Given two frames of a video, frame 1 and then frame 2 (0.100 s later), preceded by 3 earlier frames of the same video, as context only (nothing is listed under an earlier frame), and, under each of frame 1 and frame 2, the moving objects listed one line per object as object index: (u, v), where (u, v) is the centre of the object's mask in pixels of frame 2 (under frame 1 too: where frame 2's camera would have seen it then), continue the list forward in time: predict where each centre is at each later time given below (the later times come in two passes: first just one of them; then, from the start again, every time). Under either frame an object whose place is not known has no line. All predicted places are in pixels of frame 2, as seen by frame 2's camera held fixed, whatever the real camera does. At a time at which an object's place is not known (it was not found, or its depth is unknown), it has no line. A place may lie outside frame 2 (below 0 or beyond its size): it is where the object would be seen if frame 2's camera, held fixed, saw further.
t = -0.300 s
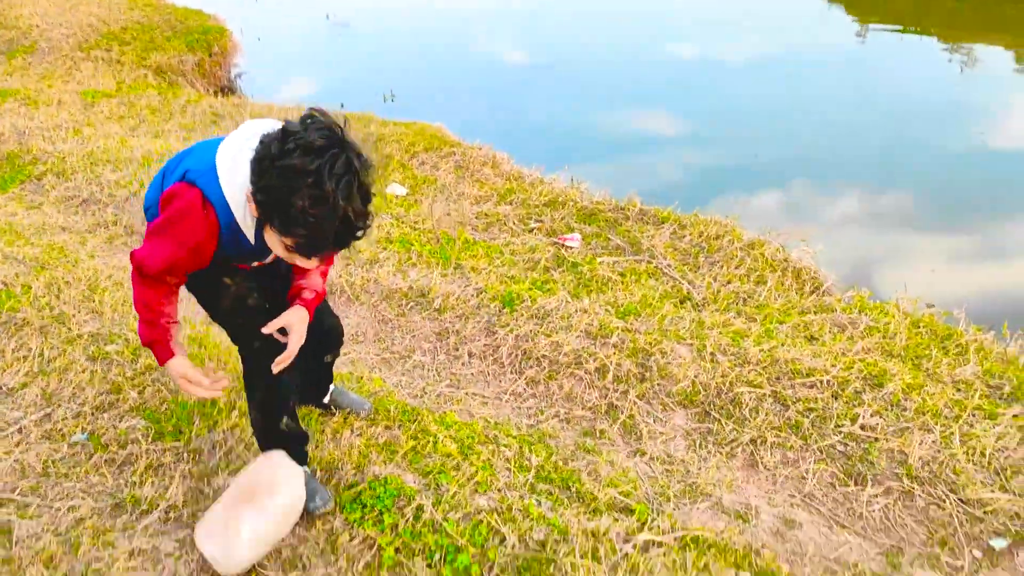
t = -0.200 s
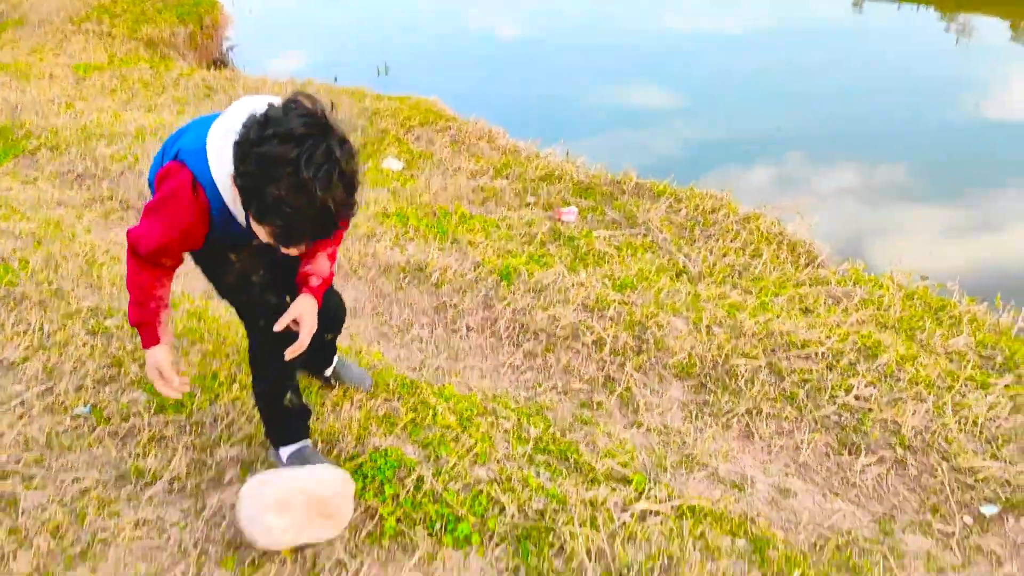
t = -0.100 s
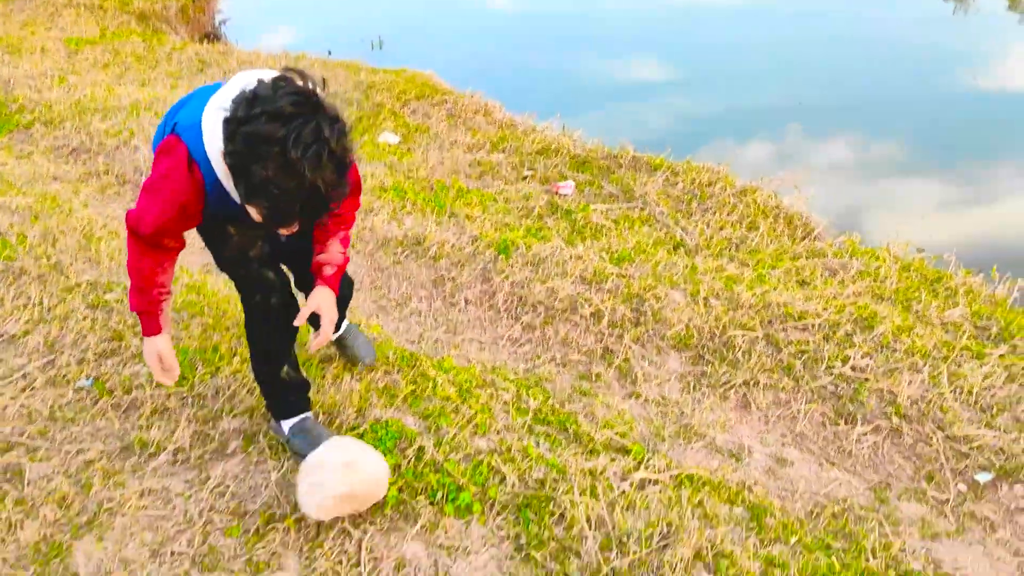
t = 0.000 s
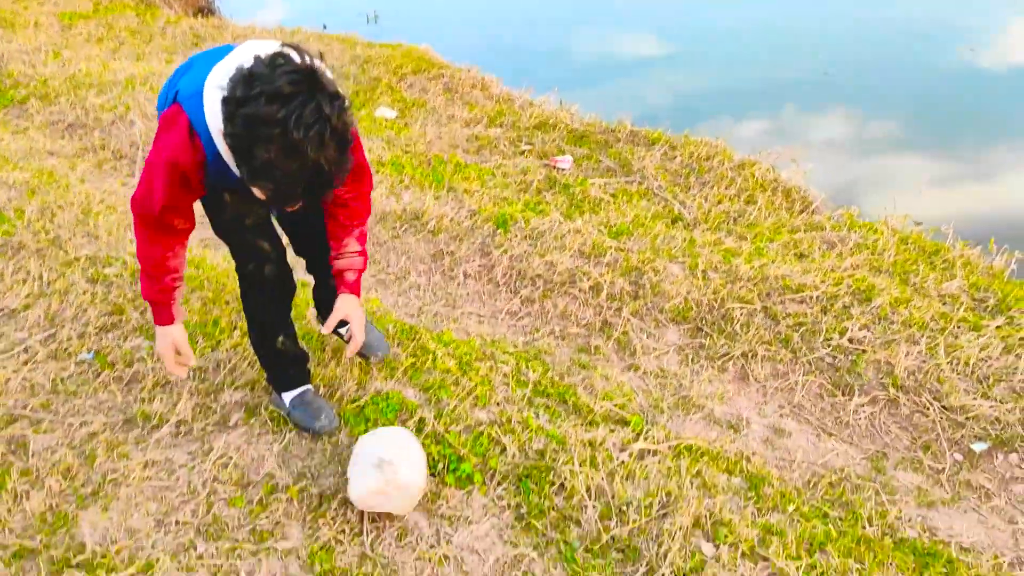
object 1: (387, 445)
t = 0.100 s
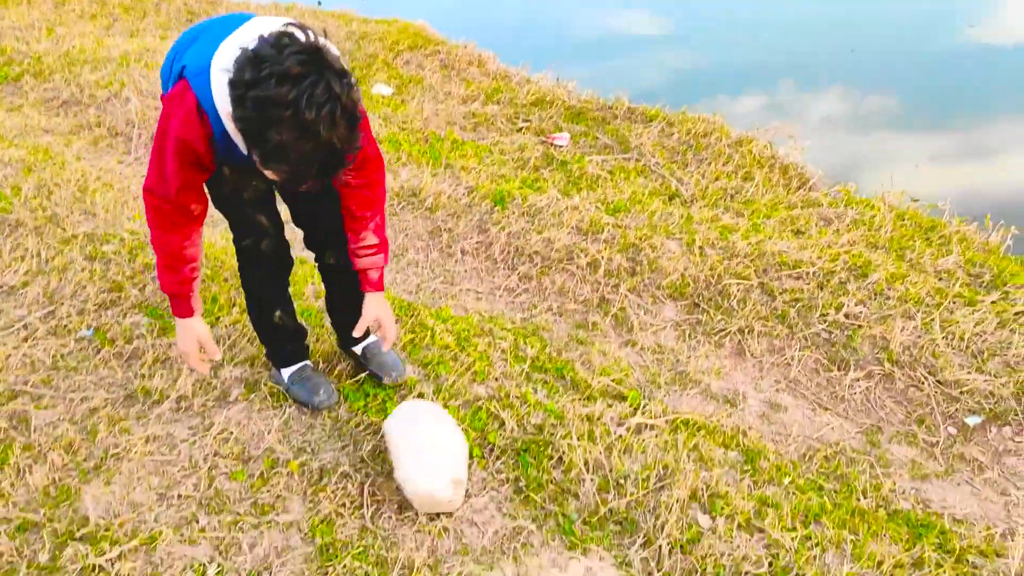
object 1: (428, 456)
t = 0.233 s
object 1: (476, 452)
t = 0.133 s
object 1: (440, 454)
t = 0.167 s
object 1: (452, 453)
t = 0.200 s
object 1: (463, 452)
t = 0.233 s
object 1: (476, 452)
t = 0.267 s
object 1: (490, 452)
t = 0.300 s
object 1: (504, 450)
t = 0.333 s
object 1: (518, 448)
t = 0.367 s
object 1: (530, 446)
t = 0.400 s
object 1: (544, 444)
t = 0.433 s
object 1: (557, 439)
